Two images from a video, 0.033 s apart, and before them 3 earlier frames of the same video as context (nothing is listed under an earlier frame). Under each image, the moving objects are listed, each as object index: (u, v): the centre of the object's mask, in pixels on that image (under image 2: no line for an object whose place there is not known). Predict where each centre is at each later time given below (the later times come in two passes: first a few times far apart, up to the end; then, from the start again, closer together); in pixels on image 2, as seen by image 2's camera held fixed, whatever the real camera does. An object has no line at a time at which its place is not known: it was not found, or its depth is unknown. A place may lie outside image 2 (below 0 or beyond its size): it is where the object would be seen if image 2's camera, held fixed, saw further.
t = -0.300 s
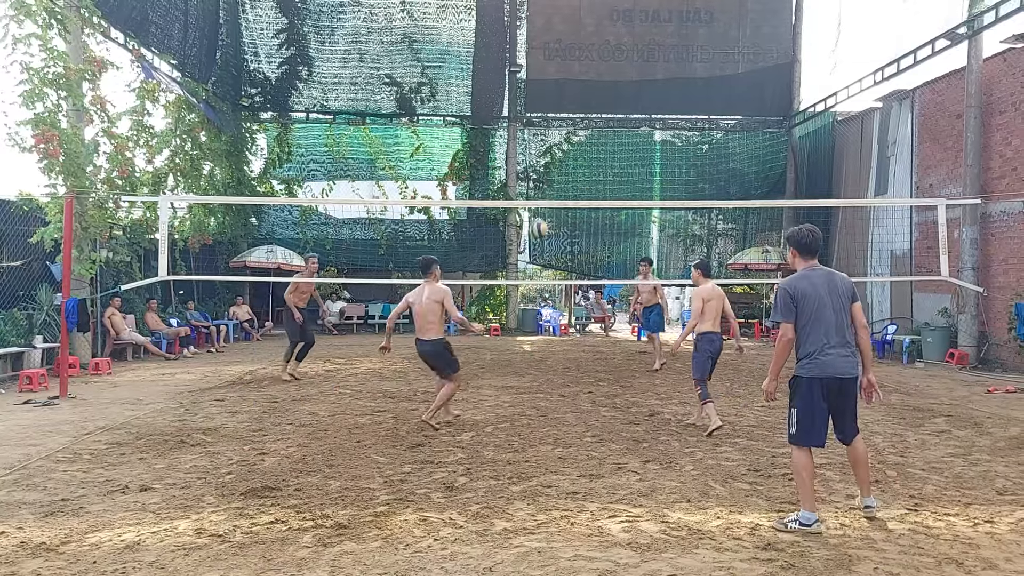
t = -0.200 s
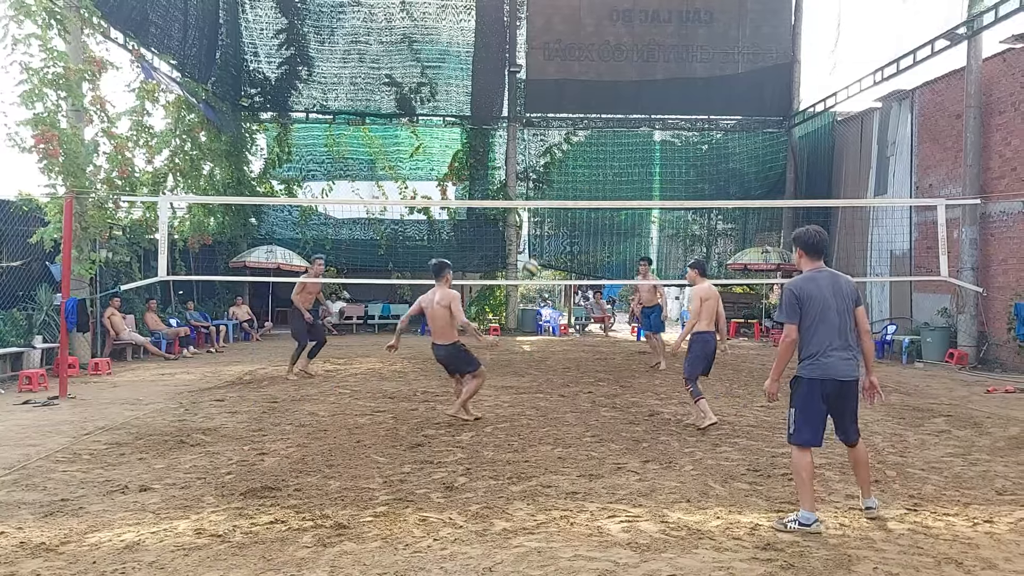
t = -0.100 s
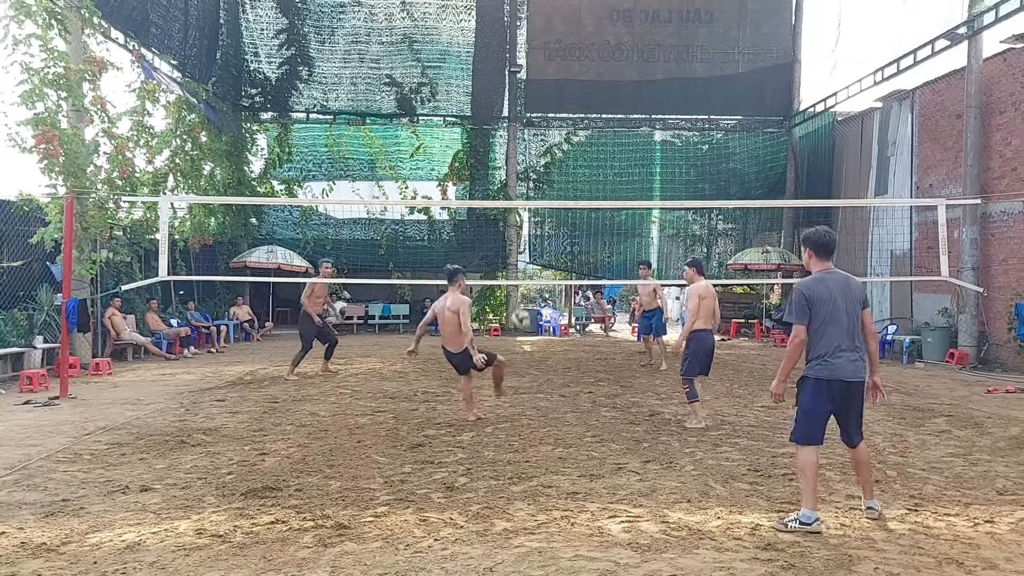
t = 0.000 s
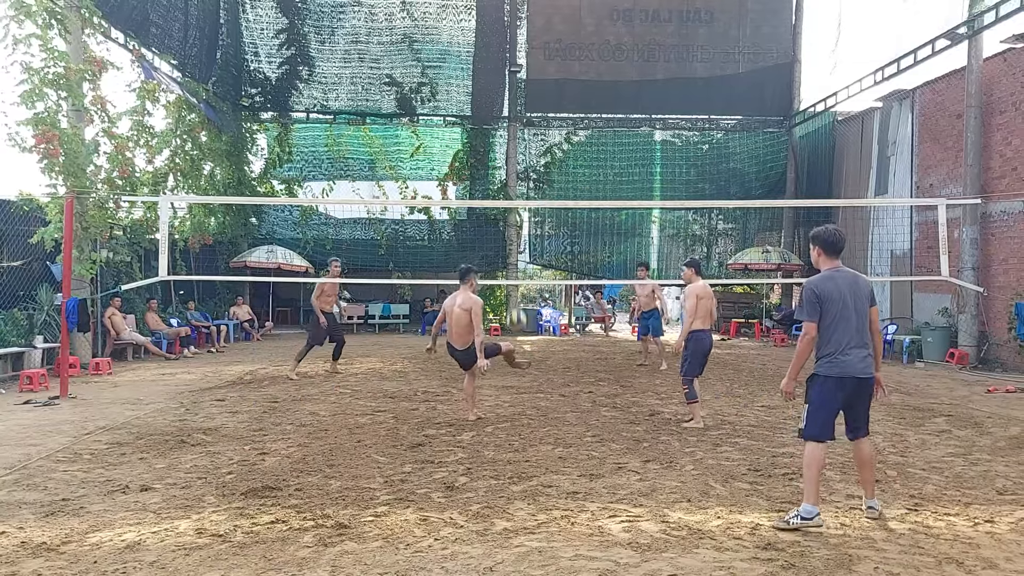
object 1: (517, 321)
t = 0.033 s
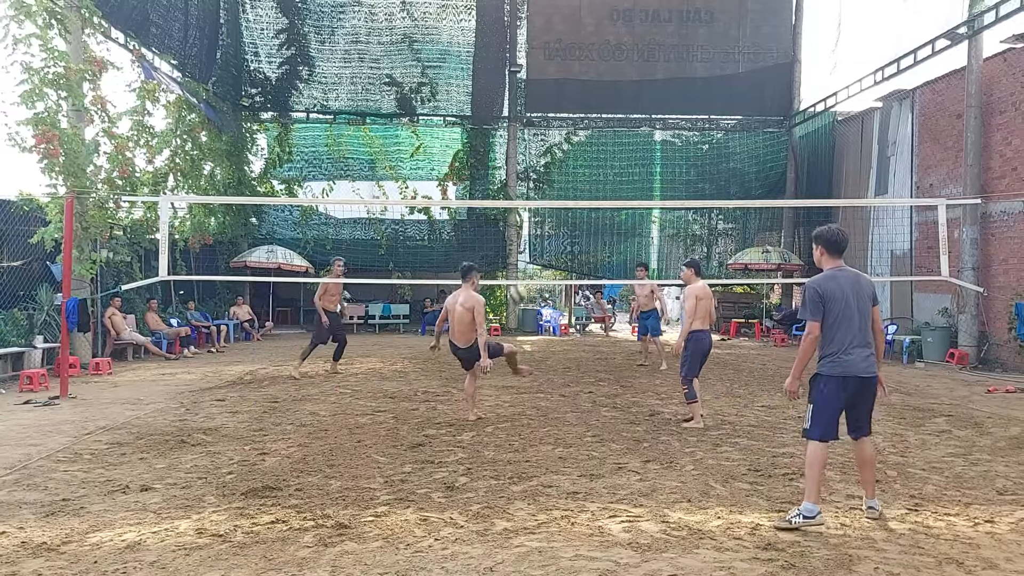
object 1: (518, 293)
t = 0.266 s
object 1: (521, 144)
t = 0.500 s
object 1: (528, 46)
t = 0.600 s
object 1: (529, 19)
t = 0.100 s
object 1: (519, 244)
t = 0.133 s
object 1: (520, 221)
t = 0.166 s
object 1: (520, 203)
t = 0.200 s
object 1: (520, 180)
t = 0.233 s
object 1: (521, 162)
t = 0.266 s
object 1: (521, 144)
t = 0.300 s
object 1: (522, 126)
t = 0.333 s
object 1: (524, 110)
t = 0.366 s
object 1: (525, 95)
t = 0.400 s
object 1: (523, 79)
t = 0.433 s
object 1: (525, 68)
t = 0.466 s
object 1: (526, 59)
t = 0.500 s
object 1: (528, 46)
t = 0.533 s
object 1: (529, 36)
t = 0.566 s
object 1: (528, 27)
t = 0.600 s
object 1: (529, 19)
